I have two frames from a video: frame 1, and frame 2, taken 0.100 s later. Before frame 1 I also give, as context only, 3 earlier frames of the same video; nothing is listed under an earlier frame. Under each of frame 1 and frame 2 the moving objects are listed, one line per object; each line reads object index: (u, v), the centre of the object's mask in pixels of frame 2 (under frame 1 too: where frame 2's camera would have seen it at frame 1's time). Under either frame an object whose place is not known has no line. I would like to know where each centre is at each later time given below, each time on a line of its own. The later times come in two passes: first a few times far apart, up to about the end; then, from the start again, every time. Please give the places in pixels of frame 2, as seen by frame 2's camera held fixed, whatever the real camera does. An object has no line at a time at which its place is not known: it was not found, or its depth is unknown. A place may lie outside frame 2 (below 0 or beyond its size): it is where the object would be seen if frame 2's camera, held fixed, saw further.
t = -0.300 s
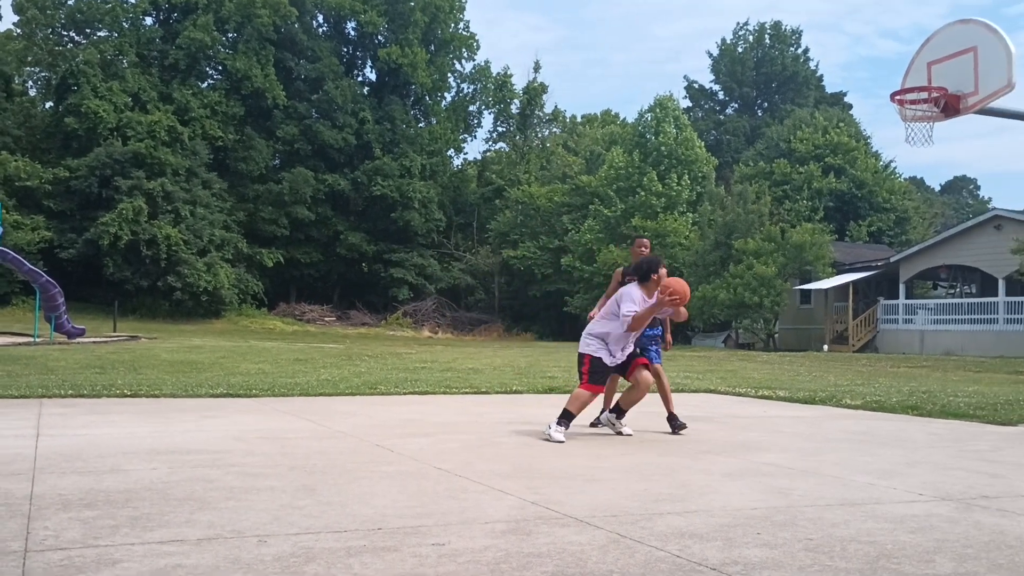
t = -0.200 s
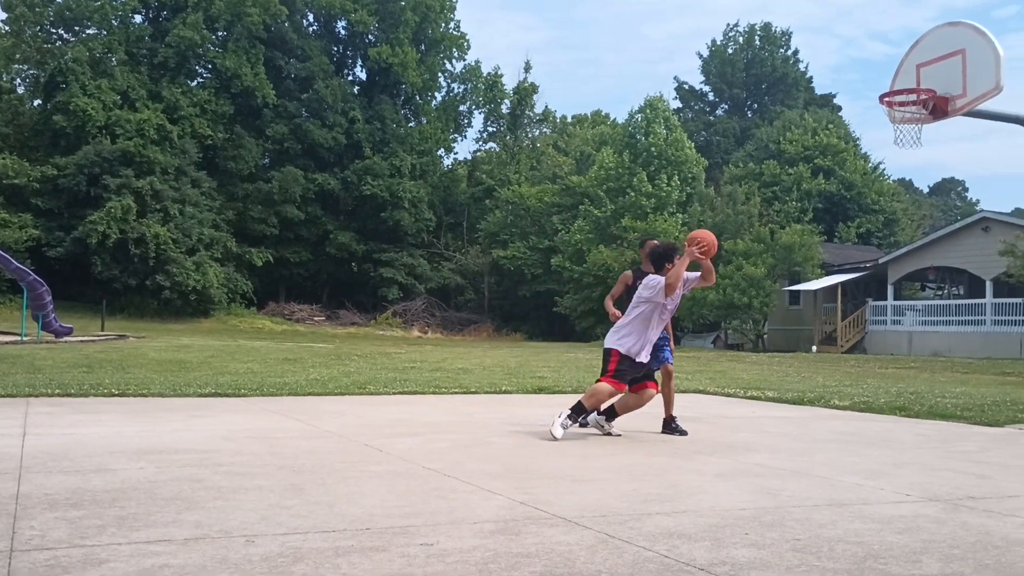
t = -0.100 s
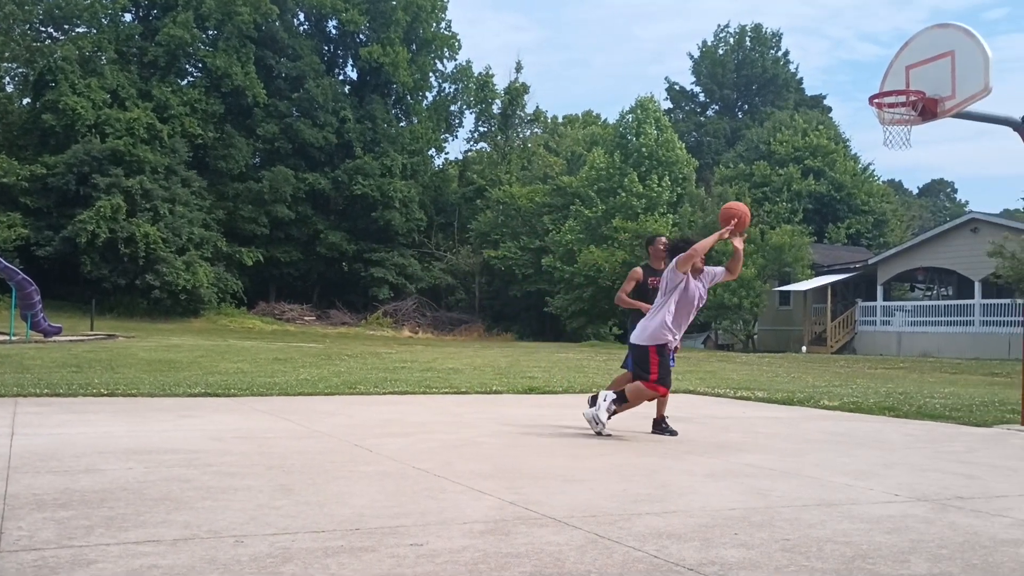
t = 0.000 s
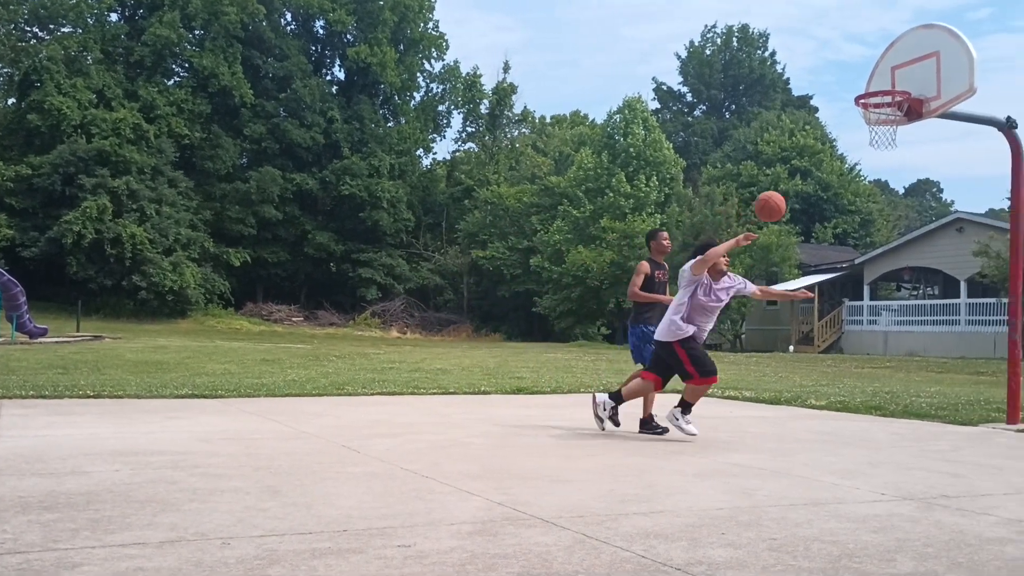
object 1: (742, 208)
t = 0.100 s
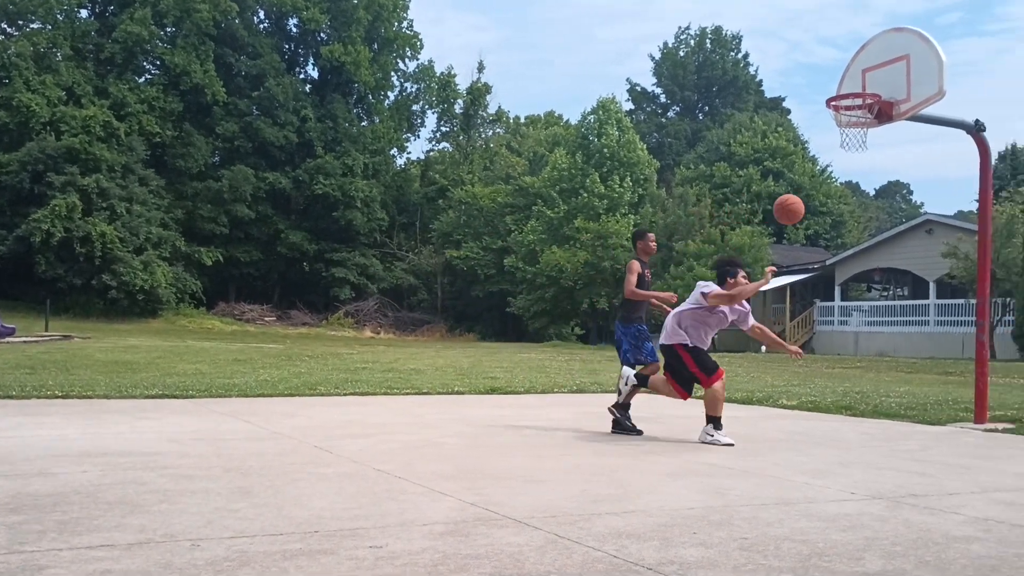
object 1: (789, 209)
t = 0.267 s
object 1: (863, 239)
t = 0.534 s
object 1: (972, 353)
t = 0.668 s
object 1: (1021, 426)
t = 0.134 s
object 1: (804, 213)
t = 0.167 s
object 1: (819, 217)
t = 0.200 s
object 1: (834, 223)
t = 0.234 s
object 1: (848, 231)
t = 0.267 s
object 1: (863, 239)
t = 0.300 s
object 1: (876, 249)
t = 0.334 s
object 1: (890, 260)
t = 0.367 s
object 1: (904, 272)
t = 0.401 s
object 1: (917, 286)
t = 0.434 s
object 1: (931, 301)
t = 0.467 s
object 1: (945, 317)
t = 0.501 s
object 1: (959, 334)
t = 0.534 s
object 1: (972, 353)
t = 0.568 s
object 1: (985, 372)
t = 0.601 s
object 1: (998, 393)
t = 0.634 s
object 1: (1012, 415)
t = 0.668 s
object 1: (1021, 426)
